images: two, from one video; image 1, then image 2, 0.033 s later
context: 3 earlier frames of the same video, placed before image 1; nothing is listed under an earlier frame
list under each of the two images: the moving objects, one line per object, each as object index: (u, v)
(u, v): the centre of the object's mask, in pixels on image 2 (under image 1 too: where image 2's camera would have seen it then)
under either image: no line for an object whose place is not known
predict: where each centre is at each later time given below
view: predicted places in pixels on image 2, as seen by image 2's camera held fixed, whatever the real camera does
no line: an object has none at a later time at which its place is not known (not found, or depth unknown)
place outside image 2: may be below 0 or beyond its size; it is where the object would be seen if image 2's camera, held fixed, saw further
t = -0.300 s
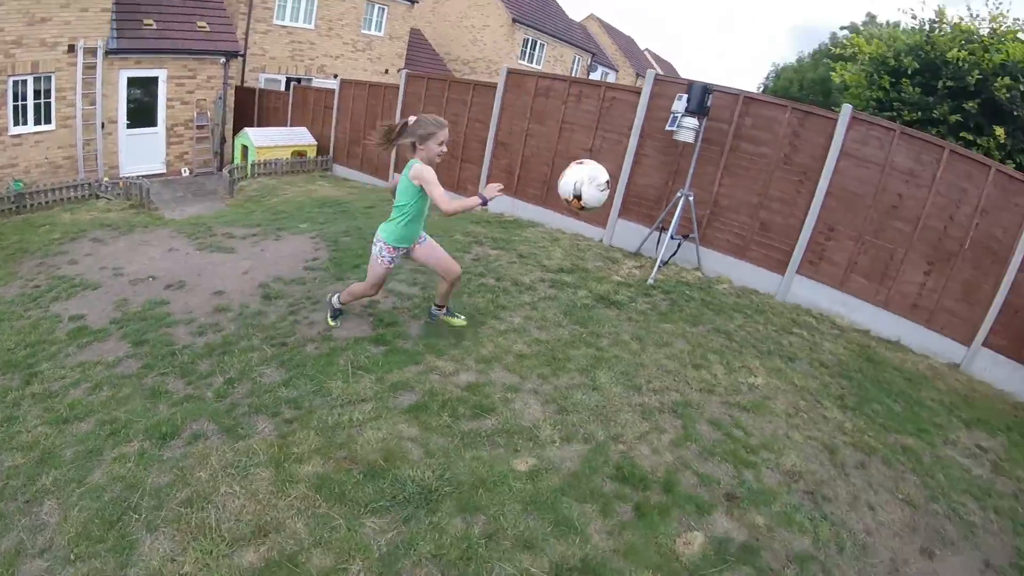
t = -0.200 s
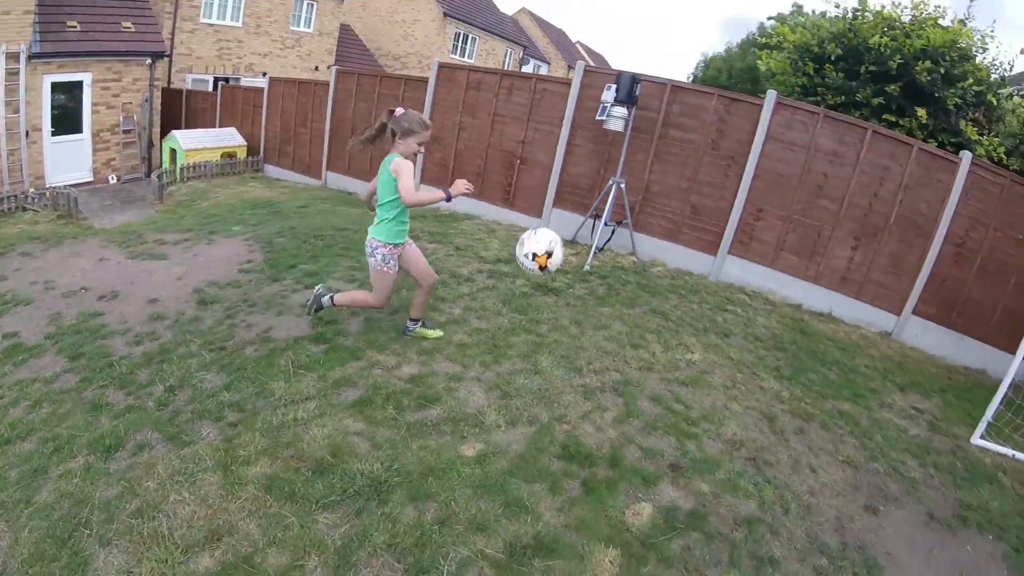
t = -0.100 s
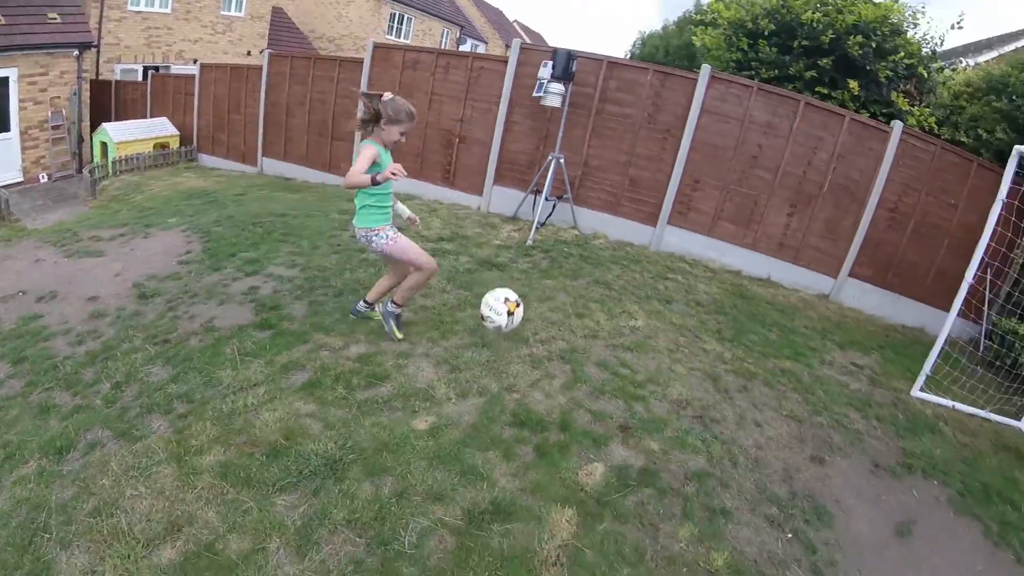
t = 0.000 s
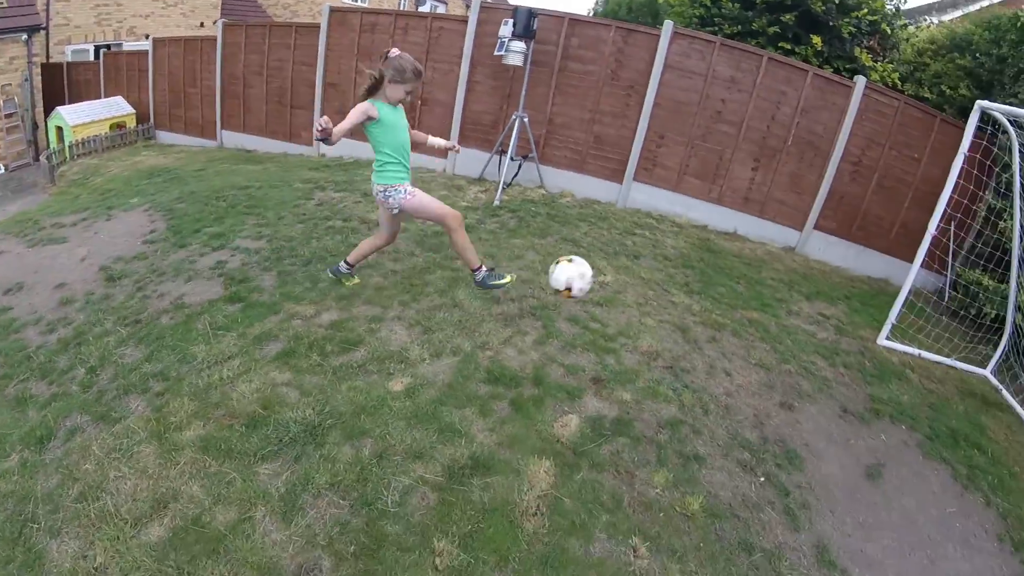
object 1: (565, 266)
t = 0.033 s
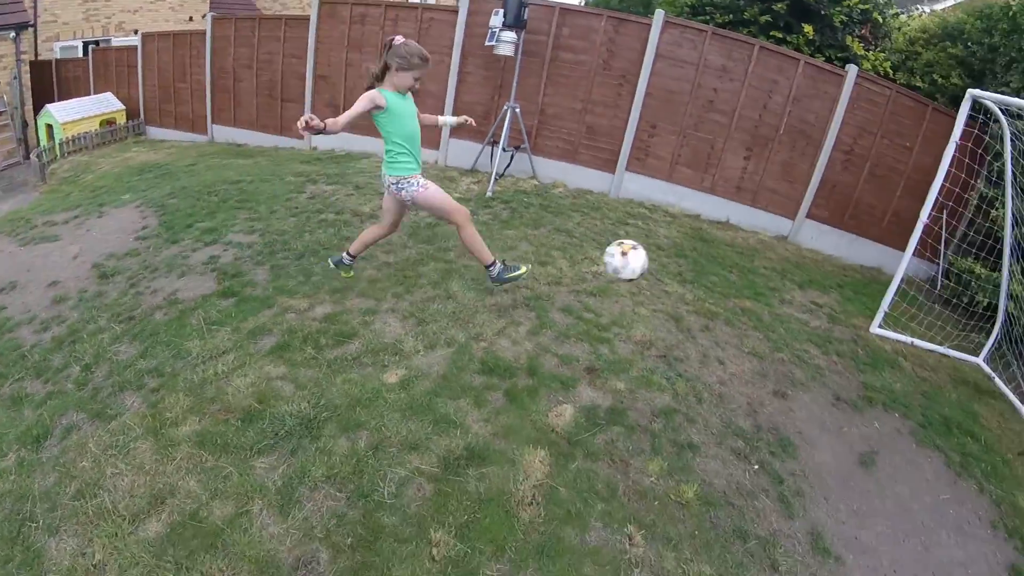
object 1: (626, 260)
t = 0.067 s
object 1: (684, 256)
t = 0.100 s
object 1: (738, 255)
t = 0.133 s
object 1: (786, 255)
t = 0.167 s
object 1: (830, 256)
